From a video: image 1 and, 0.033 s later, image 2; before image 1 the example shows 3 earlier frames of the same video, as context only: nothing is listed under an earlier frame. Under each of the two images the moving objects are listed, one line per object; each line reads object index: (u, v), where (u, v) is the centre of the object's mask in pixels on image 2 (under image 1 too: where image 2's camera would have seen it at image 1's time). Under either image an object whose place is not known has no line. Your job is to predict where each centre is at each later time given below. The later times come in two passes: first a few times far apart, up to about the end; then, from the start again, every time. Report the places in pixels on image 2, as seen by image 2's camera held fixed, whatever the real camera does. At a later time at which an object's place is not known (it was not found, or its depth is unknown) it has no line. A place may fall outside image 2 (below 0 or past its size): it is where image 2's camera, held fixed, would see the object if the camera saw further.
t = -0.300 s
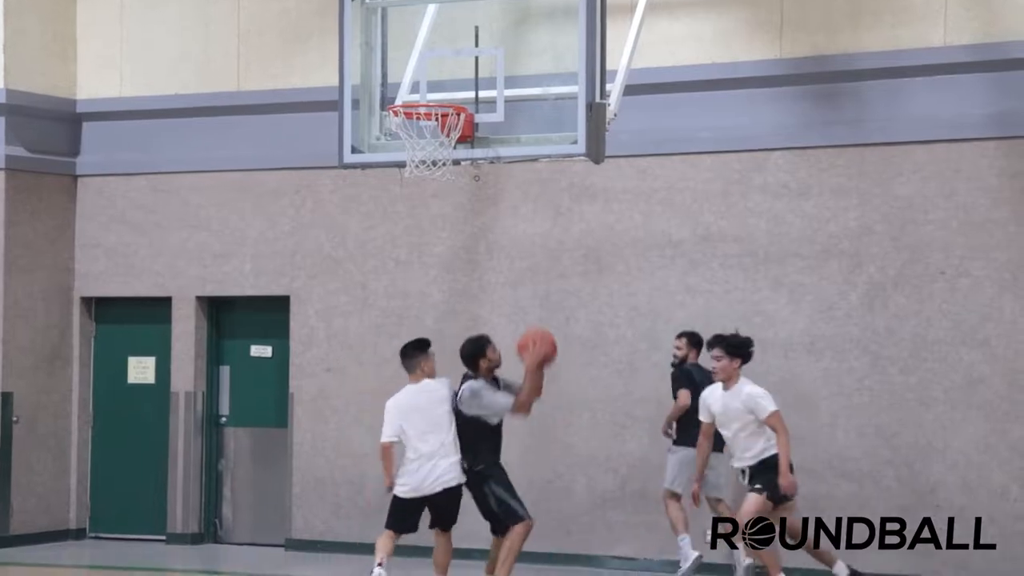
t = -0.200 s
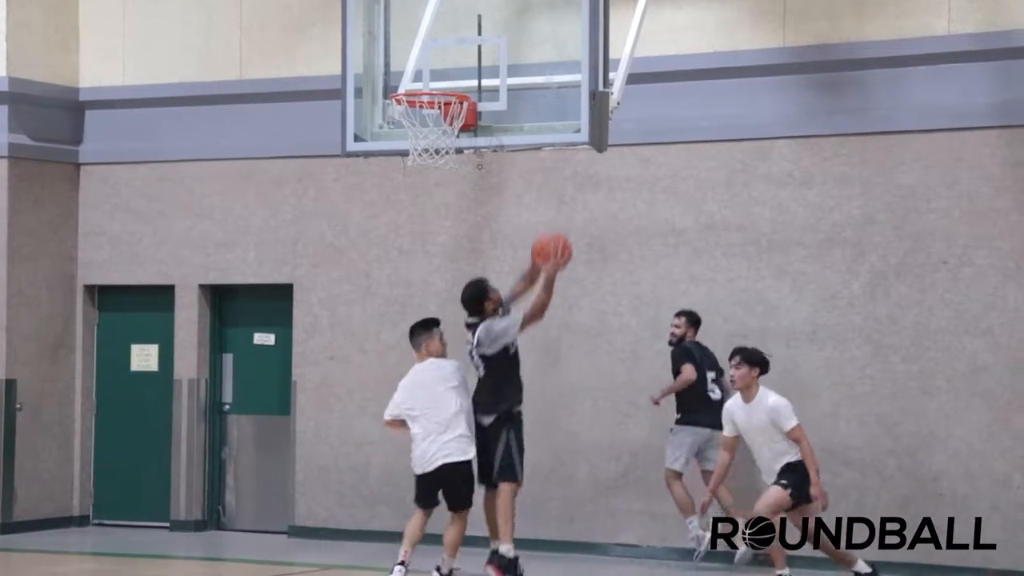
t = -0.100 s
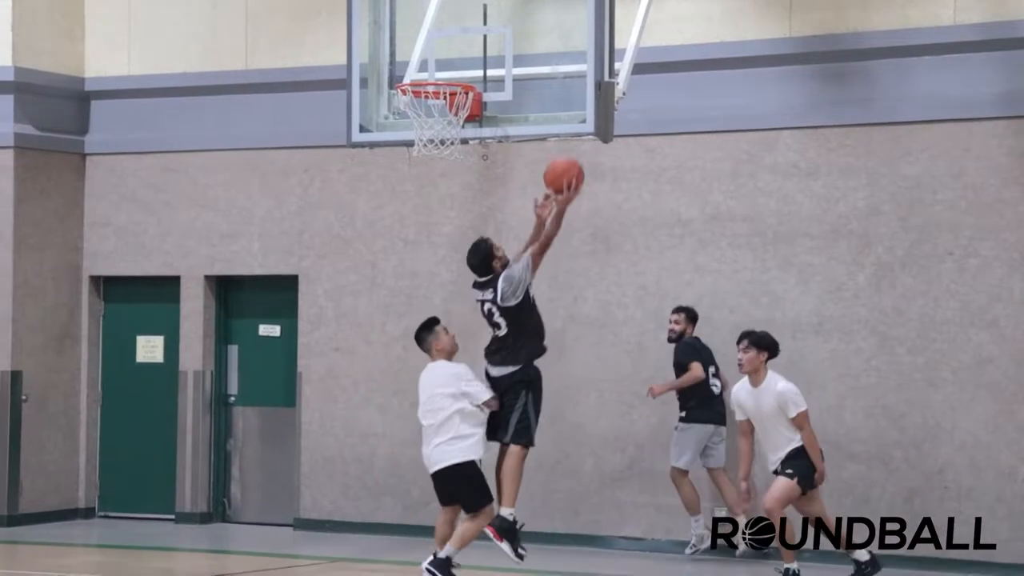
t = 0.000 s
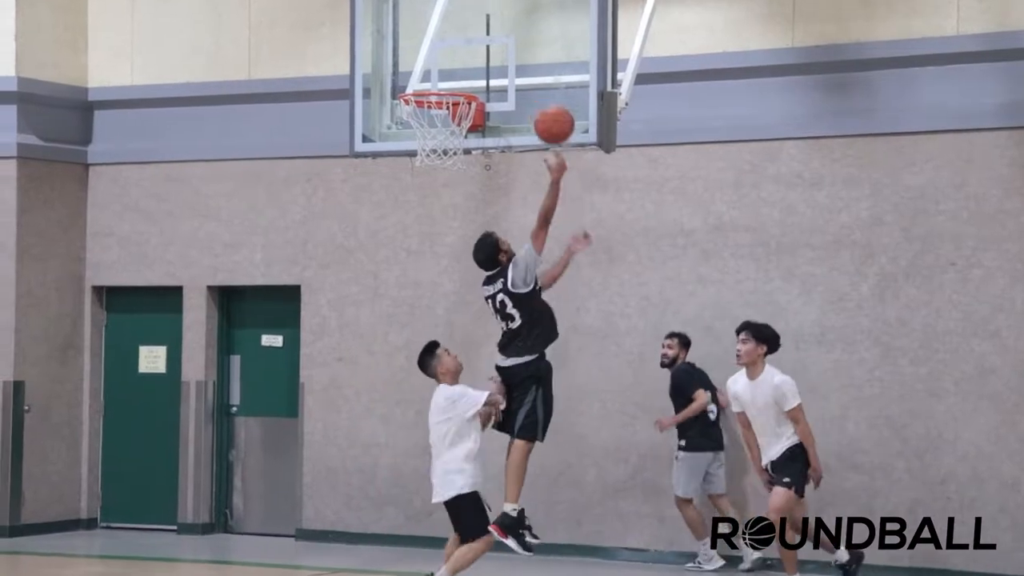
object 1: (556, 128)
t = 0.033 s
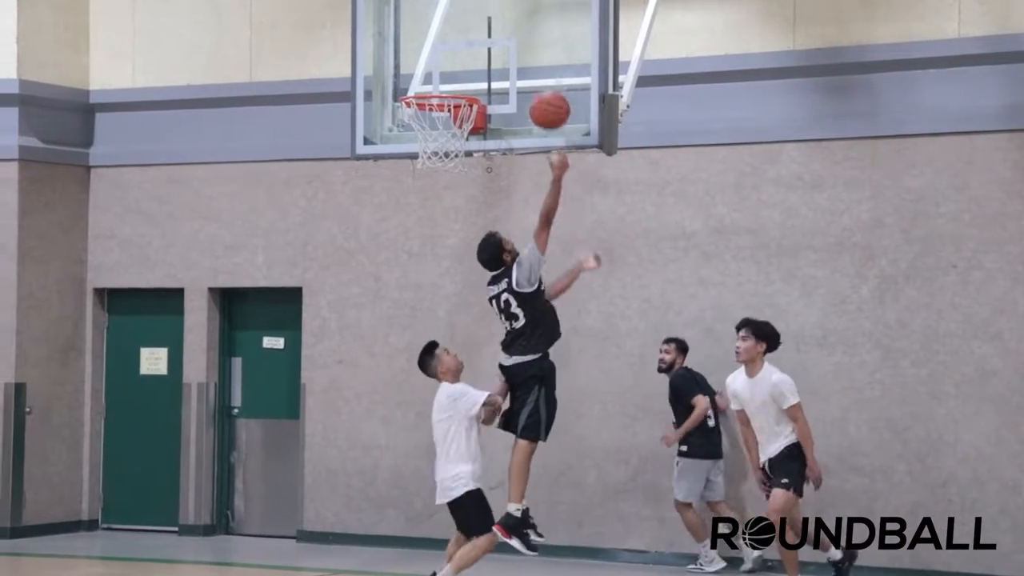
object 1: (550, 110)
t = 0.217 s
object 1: (519, 51)
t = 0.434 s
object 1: (473, 68)
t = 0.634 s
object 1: (431, 136)
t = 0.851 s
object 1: (407, 226)
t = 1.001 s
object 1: (391, 330)
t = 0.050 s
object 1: (546, 103)
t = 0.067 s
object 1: (544, 95)
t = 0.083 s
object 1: (541, 88)
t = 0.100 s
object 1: (538, 81)
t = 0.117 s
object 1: (535, 75)
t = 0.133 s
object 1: (532, 70)
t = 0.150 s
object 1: (530, 64)
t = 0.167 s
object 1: (527, 60)
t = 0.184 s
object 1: (524, 56)
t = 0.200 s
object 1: (521, 53)
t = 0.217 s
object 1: (519, 51)
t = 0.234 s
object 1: (515, 50)
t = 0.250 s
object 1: (511, 49)
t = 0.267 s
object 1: (508, 48)
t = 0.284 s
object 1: (505, 48)
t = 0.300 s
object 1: (501, 49)
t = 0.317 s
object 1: (497, 50)
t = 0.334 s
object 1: (495, 51)
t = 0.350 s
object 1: (491, 53)
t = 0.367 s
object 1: (487, 55)
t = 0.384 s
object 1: (484, 58)
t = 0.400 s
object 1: (480, 60)
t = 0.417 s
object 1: (476, 64)
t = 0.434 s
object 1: (473, 68)
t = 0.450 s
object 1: (469, 73)
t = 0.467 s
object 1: (466, 77)
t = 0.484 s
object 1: (463, 81)
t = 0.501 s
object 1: (459, 84)
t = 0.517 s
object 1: (455, 86)
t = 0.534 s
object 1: (450, 95)
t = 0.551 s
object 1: (447, 105)
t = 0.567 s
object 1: (443, 114)
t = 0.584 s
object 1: (439, 117)
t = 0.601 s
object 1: (437, 121)
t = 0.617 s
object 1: (433, 128)
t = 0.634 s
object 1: (431, 136)
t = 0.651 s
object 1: (426, 142)
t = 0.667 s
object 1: (424, 148)
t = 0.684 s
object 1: (421, 162)
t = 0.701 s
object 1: (421, 164)
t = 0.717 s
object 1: (420, 165)
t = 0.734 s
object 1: (418, 171)
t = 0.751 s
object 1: (417, 177)
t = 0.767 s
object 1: (415, 184)
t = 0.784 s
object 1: (414, 191)
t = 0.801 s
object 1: (412, 199)
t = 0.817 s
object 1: (410, 207)
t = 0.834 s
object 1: (409, 217)
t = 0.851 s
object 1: (407, 226)
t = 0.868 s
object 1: (405, 236)
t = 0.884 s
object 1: (404, 246)
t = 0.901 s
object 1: (402, 257)
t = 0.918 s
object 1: (400, 268)
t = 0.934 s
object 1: (398, 279)
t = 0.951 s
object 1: (397, 291)
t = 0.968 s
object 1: (395, 303)
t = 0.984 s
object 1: (393, 316)
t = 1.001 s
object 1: (391, 330)
